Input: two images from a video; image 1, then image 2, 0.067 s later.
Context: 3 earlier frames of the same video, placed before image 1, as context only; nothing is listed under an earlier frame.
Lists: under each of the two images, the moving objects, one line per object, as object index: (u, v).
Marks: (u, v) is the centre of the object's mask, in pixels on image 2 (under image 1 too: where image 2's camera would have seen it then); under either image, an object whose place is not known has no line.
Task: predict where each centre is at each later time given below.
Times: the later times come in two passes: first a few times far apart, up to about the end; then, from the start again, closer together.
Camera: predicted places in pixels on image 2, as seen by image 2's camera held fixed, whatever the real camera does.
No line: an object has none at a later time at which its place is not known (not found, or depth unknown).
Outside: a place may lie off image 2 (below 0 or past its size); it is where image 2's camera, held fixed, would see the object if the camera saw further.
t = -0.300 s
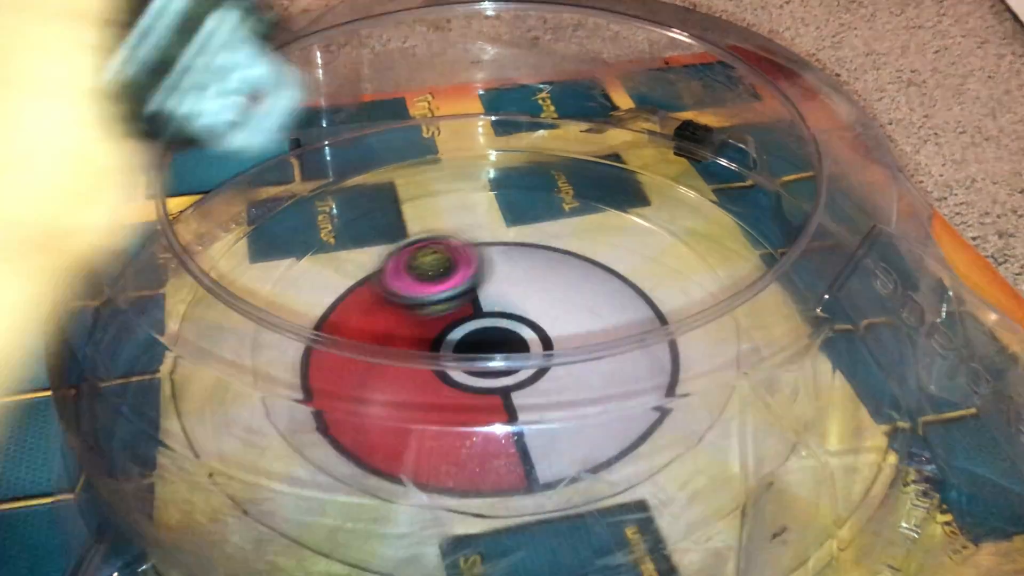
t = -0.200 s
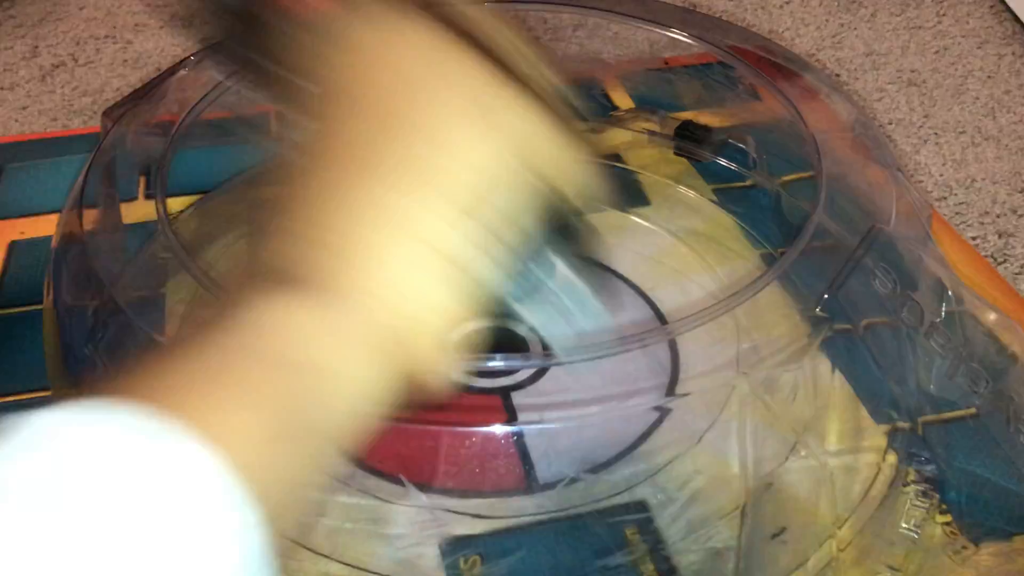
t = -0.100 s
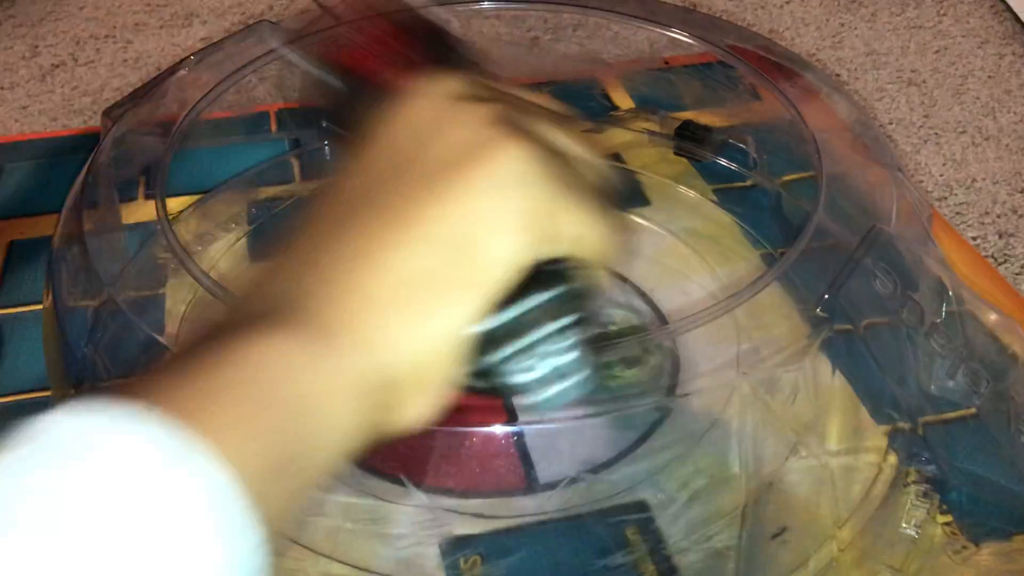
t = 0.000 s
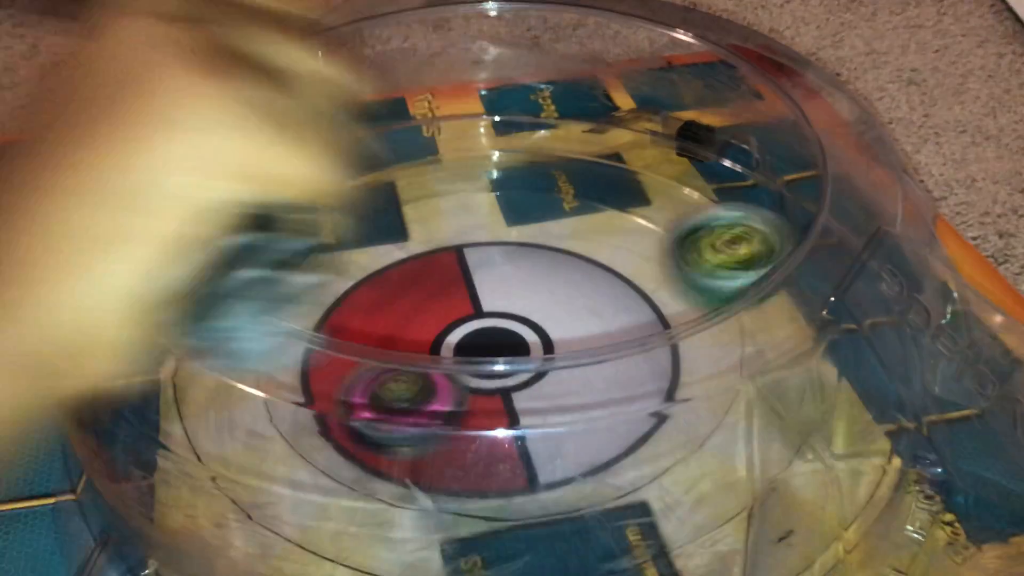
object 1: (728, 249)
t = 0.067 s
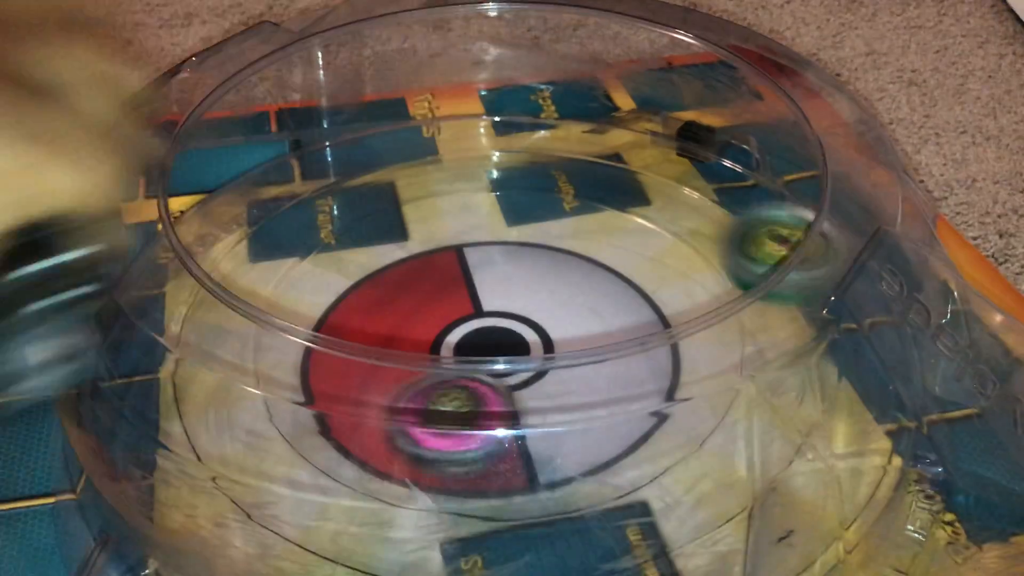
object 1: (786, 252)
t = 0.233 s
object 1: (765, 222)
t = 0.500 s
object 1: (724, 208)
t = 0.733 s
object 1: (605, 221)
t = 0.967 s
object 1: (368, 300)
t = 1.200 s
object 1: (466, 387)
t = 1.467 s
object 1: (663, 248)
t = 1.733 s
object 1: (427, 161)
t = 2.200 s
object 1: (207, 283)
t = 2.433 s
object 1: (192, 384)
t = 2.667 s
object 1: (305, 492)
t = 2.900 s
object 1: (581, 517)
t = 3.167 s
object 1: (811, 365)
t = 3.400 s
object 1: (757, 206)
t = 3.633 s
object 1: (555, 128)
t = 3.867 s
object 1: (330, 159)
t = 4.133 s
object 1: (188, 314)
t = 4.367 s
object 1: (285, 480)
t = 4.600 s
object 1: (533, 522)
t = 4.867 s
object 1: (748, 448)
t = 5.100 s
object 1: (886, 362)
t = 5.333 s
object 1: (804, 335)
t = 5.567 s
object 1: (630, 294)
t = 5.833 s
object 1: (347, 286)
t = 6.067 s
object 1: (292, 394)
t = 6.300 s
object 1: (468, 430)
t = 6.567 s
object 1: (583, 277)
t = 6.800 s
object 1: (443, 188)
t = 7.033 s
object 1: (341, 227)
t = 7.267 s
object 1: (398, 349)
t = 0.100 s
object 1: (800, 260)
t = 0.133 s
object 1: (779, 222)
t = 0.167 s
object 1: (777, 215)
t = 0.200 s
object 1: (771, 218)
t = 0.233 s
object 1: (765, 222)
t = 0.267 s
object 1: (765, 214)
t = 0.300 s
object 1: (761, 217)
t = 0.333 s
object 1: (758, 215)
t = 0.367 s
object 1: (754, 215)
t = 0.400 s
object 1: (750, 213)
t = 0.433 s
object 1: (741, 211)
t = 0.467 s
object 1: (733, 209)
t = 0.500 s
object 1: (724, 208)
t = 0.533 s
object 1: (715, 207)
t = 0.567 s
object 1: (704, 207)
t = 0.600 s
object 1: (694, 207)
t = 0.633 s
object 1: (680, 209)
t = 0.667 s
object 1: (660, 212)
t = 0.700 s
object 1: (634, 217)
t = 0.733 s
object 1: (605, 221)
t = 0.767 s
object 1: (571, 227)
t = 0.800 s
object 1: (535, 235)
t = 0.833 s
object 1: (496, 246)
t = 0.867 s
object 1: (456, 262)
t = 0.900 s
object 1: (418, 283)
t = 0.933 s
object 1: (387, 298)
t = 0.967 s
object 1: (368, 300)
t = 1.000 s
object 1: (358, 303)
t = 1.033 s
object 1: (356, 308)
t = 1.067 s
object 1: (356, 331)
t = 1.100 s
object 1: (368, 347)
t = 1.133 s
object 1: (394, 363)
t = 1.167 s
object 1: (425, 377)
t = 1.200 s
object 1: (466, 387)
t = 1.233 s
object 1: (508, 386)
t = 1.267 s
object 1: (553, 383)
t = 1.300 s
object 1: (598, 370)
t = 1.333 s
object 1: (630, 347)
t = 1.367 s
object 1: (653, 325)
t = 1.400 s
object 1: (661, 294)
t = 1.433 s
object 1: (669, 274)
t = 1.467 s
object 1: (663, 248)
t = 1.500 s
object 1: (649, 226)
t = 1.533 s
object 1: (626, 206)
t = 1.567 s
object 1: (601, 191)
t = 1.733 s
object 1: (427, 161)
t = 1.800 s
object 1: (363, 168)
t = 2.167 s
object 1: (214, 267)
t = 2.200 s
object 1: (207, 283)
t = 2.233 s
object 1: (199, 295)
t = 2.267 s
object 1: (189, 310)
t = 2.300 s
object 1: (190, 319)
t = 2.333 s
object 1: (182, 341)
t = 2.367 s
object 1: (181, 355)
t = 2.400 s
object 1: (184, 368)
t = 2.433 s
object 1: (192, 384)
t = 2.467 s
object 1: (200, 396)
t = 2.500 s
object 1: (210, 413)
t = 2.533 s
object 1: (223, 434)
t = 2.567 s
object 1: (238, 450)
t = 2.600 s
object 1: (256, 463)
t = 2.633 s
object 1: (276, 477)
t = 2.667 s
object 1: (305, 492)
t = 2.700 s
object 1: (338, 504)
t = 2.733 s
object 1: (372, 512)
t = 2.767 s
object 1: (412, 518)
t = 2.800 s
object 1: (450, 522)
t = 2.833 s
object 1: (490, 522)
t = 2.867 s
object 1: (536, 522)
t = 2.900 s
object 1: (581, 517)
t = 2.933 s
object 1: (625, 511)
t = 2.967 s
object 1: (666, 501)
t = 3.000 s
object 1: (701, 481)
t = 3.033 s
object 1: (735, 461)
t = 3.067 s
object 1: (758, 440)
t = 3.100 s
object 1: (781, 415)
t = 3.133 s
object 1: (803, 391)
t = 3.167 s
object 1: (811, 365)
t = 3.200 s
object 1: (810, 339)
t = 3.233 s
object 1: (818, 315)
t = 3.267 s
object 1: (802, 285)
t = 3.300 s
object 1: (799, 262)
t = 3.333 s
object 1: (792, 241)
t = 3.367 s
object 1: (766, 219)
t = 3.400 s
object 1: (757, 206)
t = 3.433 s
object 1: (732, 184)
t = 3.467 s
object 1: (710, 171)
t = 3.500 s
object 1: (678, 157)
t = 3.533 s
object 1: (649, 146)
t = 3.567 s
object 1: (620, 140)
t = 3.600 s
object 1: (586, 134)
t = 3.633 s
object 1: (555, 128)
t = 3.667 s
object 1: (522, 126)
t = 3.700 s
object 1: (488, 126)
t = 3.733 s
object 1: (455, 128)
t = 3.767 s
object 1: (420, 133)
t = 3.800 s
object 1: (389, 140)
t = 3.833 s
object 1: (360, 147)
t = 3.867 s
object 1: (330, 159)
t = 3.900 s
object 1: (301, 172)
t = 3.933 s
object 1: (275, 189)
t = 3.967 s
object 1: (250, 204)
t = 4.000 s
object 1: (232, 222)
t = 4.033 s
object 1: (226, 239)
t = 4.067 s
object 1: (202, 266)
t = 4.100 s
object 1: (194, 296)
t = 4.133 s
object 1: (188, 314)
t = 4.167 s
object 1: (185, 341)
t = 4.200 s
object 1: (189, 368)
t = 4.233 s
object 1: (198, 391)
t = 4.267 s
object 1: (212, 417)
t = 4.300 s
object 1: (232, 445)
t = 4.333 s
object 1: (255, 461)
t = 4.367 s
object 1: (285, 480)
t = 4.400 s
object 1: (316, 498)
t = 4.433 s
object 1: (351, 509)
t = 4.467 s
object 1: (388, 516)
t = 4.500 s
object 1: (422, 520)
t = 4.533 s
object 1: (460, 521)
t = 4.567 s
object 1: (496, 522)
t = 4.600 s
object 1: (533, 522)
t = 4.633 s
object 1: (568, 520)
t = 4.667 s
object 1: (598, 516)
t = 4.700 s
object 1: (629, 510)
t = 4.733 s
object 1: (658, 503)
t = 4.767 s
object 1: (684, 490)
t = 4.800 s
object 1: (704, 476)
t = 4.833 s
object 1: (732, 461)
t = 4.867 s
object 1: (748, 448)
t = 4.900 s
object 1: (766, 430)
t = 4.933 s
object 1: (780, 408)
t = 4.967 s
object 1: (799, 394)
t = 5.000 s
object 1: (826, 381)
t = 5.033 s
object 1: (852, 374)
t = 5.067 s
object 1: (876, 367)
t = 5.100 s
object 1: (886, 362)
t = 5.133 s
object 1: (882, 360)
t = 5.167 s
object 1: (873, 358)
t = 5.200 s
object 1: (864, 354)
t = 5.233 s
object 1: (851, 348)
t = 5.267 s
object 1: (839, 343)
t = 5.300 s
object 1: (825, 336)
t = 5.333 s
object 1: (804, 335)
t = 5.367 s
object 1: (788, 330)
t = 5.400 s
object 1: (768, 323)
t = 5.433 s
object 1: (746, 315)
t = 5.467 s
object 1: (724, 314)
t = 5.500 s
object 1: (694, 309)
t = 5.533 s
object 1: (660, 296)
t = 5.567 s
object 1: (630, 294)
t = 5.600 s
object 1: (592, 286)
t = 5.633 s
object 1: (554, 277)
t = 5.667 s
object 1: (513, 270)
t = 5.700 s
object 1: (475, 266)
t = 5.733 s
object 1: (439, 267)
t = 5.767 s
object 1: (405, 270)
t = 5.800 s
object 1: (373, 276)
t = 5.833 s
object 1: (347, 286)
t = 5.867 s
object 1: (327, 294)
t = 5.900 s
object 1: (313, 300)
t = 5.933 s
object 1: (292, 327)
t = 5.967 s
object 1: (284, 345)
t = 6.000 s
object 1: (281, 361)
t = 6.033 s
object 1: (281, 381)
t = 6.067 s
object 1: (292, 394)
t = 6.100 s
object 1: (309, 405)
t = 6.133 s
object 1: (329, 416)
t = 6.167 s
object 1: (352, 425)
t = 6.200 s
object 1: (378, 430)
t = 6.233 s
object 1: (408, 432)
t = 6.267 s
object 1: (440, 433)
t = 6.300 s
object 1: (468, 430)
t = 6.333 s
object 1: (499, 423)
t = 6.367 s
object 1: (526, 414)
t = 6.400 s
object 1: (550, 403)
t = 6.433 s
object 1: (572, 371)
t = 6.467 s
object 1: (586, 351)
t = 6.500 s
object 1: (587, 317)
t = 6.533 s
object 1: (592, 300)
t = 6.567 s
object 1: (583, 277)
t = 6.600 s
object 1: (569, 255)
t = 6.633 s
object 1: (549, 233)
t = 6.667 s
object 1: (530, 218)
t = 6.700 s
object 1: (509, 205)
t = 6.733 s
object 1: (486, 197)
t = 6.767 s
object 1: (464, 191)
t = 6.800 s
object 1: (443, 188)
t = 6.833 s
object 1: (424, 187)
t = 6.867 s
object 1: (406, 188)
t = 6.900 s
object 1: (387, 192)
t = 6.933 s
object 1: (376, 196)
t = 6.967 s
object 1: (361, 205)
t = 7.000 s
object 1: (349, 215)
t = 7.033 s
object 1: (341, 227)
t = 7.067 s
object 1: (336, 239)
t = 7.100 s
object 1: (333, 258)
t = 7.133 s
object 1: (337, 276)
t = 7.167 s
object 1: (343, 291)
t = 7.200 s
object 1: (359, 305)
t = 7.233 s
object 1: (374, 331)
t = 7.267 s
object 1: (398, 349)
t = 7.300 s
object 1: (427, 368)
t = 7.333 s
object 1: (464, 372)
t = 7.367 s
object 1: (502, 379)
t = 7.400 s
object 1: (542, 385)
